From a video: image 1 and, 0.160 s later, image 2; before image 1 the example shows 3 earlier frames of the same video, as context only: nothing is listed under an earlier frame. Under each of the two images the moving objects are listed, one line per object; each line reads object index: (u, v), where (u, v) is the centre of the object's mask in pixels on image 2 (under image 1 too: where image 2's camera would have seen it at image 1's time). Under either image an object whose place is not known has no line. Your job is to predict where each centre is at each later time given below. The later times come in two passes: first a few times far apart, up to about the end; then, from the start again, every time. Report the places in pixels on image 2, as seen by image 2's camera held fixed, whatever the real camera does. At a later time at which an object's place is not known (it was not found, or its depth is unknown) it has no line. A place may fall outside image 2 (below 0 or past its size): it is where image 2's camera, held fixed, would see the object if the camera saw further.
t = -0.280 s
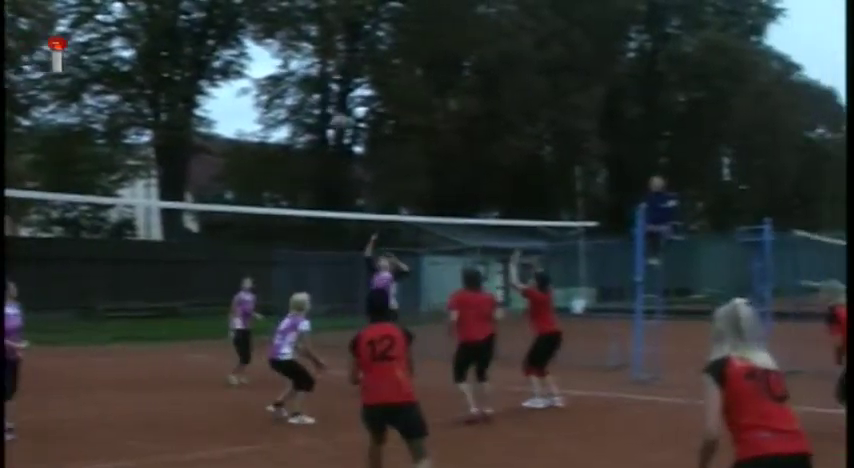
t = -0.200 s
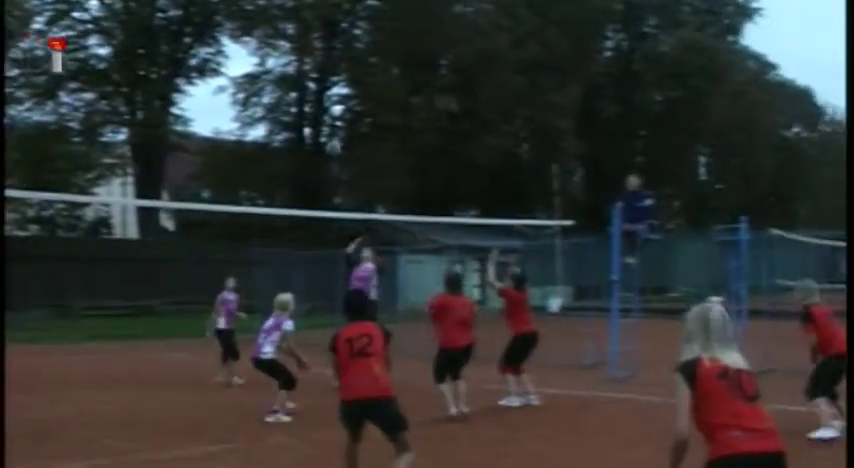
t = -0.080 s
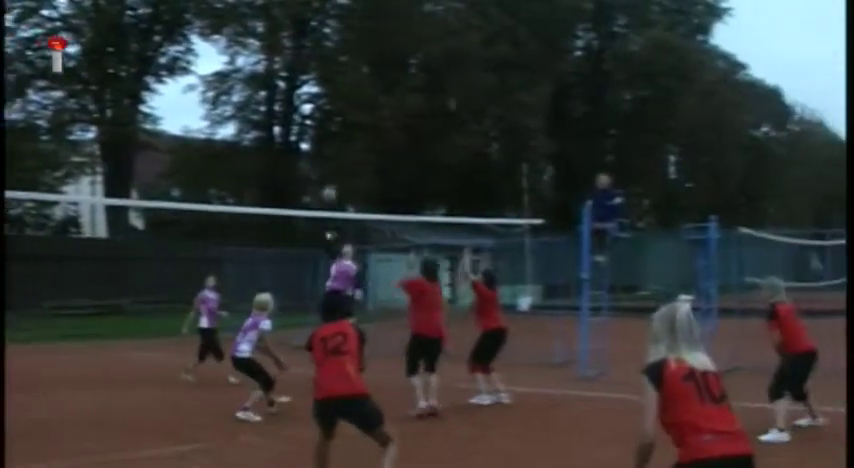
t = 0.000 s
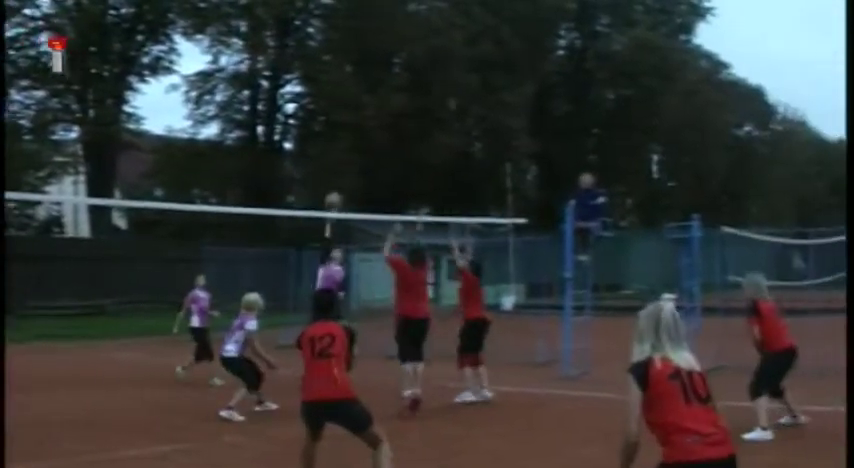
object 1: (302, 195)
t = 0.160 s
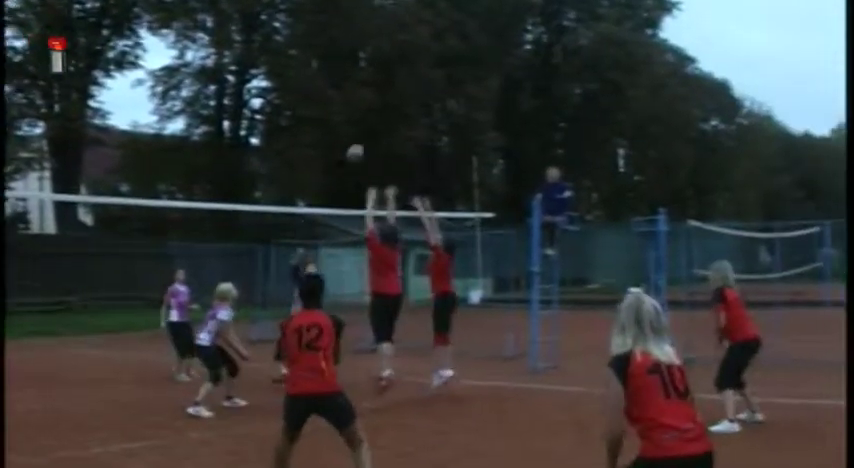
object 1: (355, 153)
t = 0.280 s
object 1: (402, 131)
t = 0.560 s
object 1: (532, 131)
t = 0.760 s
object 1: (649, 182)
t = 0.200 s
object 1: (370, 144)
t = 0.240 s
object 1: (385, 137)
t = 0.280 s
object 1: (402, 131)
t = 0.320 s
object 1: (418, 127)
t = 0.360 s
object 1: (436, 124)
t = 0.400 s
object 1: (454, 123)
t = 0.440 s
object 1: (473, 123)
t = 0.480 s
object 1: (492, 124)
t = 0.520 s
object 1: (511, 127)
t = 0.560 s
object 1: (532, 131)
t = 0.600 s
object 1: (553, 137)
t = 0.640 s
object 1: (576, 145)
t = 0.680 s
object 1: (599, 155)
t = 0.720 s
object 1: (624, 167)
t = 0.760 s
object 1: (649, 182)
